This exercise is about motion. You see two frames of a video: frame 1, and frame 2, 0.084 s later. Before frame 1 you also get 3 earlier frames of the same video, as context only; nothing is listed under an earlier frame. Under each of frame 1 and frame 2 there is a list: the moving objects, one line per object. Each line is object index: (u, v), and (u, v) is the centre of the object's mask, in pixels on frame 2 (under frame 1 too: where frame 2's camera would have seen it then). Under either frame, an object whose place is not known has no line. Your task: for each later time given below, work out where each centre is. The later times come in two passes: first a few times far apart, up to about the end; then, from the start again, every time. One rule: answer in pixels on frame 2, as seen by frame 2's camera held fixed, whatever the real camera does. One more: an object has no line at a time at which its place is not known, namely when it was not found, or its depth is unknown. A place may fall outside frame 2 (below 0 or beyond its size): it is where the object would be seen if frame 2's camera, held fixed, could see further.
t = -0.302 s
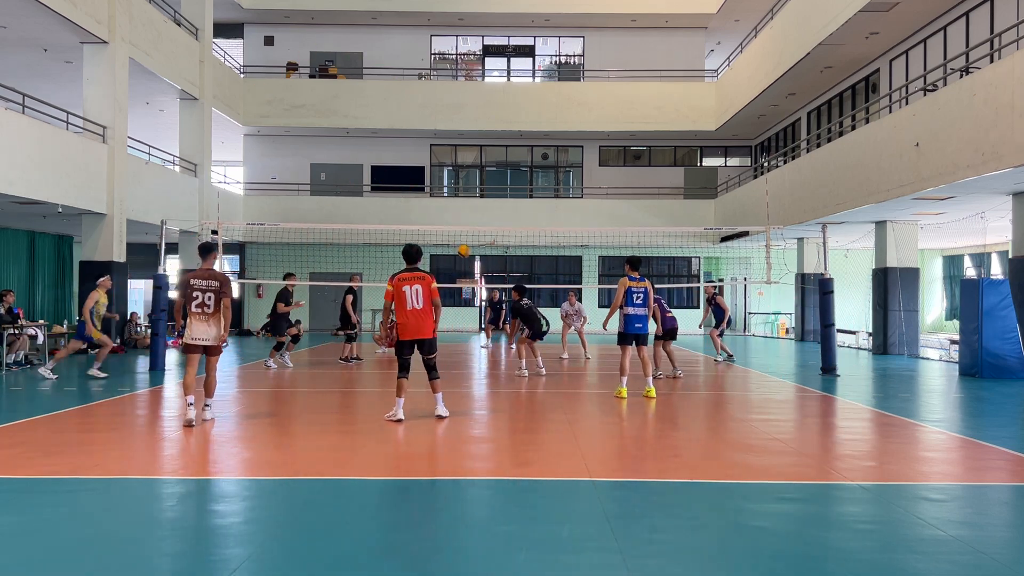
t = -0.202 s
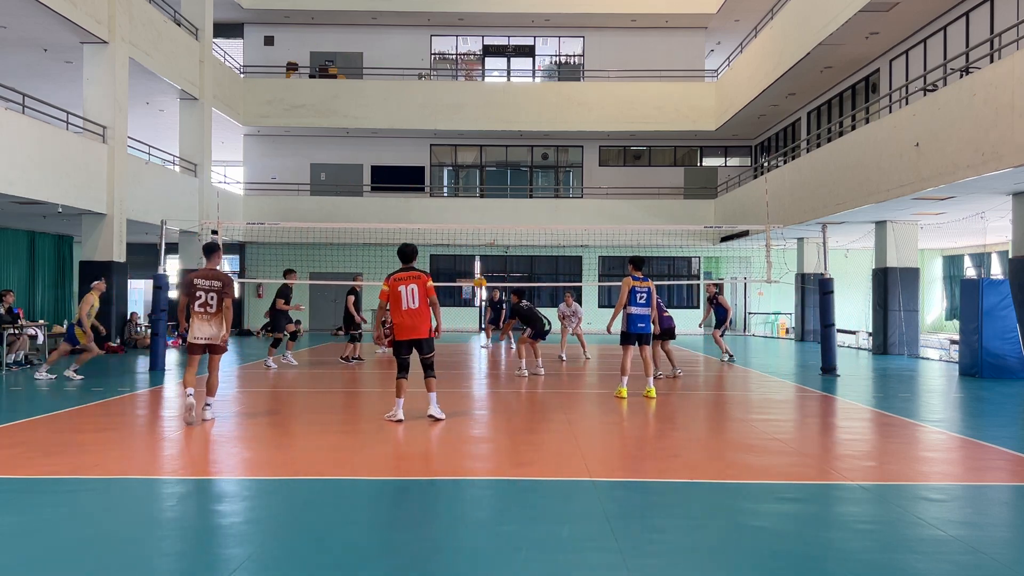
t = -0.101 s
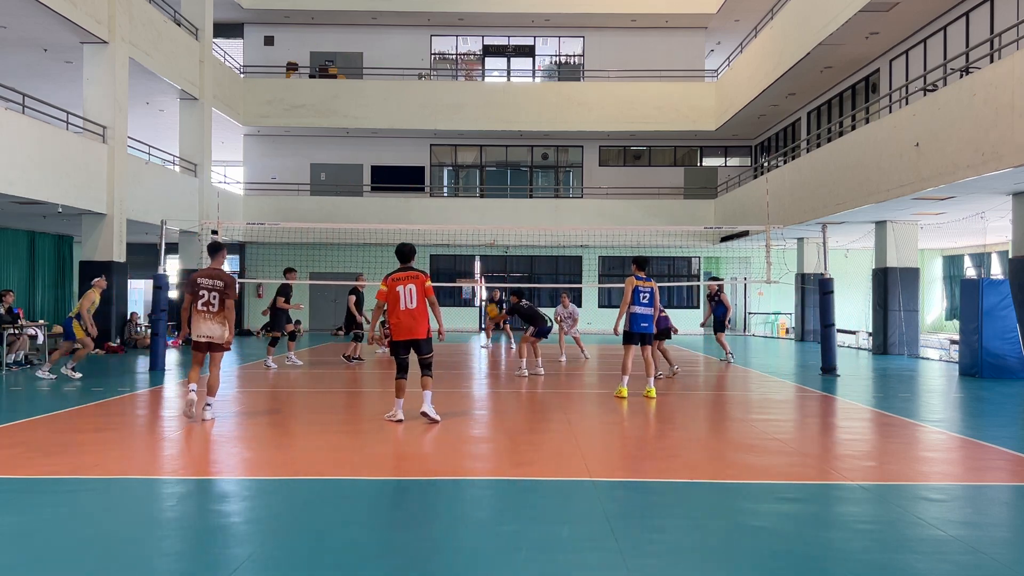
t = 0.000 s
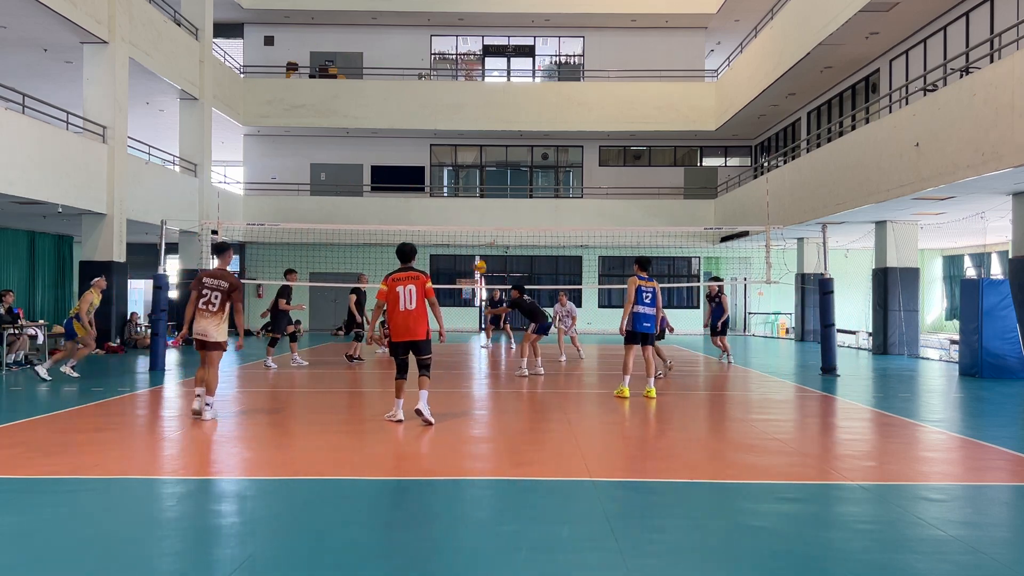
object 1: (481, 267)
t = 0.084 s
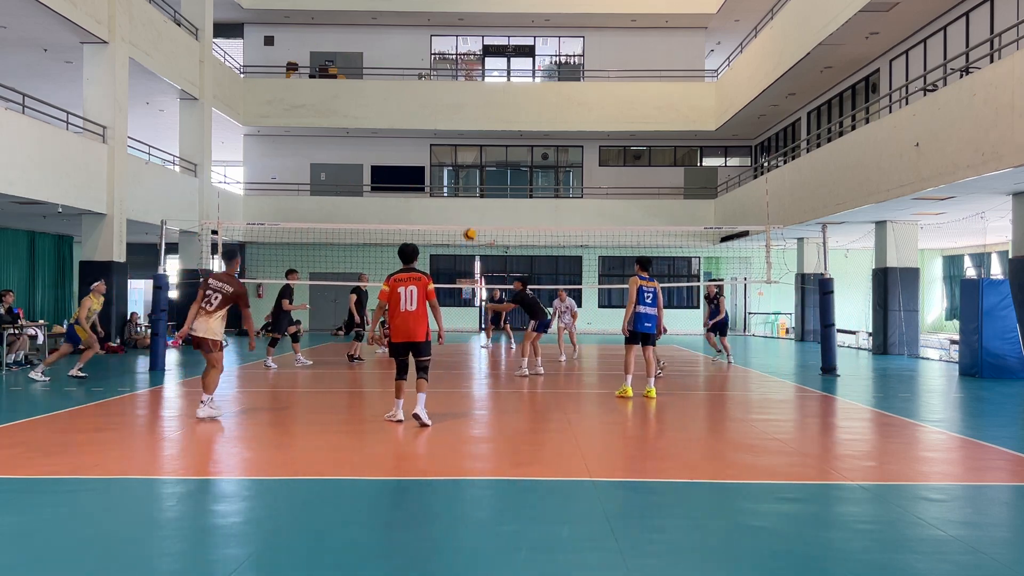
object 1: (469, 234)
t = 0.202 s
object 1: (455, 196)
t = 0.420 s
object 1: (428, 146)
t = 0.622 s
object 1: (405, 125)
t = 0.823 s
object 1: (381, 129)
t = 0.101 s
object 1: (467, 228)
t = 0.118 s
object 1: (465, 222)
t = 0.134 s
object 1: (463, 217)
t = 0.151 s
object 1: (461, 211)
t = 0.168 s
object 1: (459, 206)
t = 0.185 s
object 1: (457, 200)
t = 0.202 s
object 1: (455, 196)
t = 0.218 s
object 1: (453, 191)
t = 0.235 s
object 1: (451, 186)
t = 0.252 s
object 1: (449, 181)
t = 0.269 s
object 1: (447, 177)
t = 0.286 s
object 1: (445, 172)
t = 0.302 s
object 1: (443, 169)
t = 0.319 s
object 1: (441, 165)
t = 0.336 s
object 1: (439, 161)
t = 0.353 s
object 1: (437, 157)
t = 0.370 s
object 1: (435, 155)
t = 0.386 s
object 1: (433, 151)
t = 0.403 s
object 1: (431, 148)
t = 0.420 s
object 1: (428, 146)
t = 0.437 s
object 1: (426, 143)
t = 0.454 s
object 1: (424, 141)
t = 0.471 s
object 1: (423, 139)
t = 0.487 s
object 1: (420, 136)
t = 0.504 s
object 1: (419, 134)
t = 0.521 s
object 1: (416, 132)
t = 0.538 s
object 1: (414, 130)
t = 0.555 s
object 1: (413, 129)
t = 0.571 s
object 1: (411, 128)
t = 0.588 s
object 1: (409, 126)
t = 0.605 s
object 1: (407, 126)
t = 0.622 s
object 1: (405, 125)
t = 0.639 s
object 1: (403, 125)
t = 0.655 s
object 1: (400, 124)
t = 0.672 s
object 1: (398, 124)
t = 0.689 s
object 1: (396, 123)
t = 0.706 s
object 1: (394, 123)
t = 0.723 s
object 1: (393, 124)
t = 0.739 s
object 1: (391, 124)
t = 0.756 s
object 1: (389, 125)
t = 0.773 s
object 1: (387, 125)
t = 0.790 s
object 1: (385, 126)
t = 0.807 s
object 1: (383, 127)
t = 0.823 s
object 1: (381, 129)
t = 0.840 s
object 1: (379, 130)
